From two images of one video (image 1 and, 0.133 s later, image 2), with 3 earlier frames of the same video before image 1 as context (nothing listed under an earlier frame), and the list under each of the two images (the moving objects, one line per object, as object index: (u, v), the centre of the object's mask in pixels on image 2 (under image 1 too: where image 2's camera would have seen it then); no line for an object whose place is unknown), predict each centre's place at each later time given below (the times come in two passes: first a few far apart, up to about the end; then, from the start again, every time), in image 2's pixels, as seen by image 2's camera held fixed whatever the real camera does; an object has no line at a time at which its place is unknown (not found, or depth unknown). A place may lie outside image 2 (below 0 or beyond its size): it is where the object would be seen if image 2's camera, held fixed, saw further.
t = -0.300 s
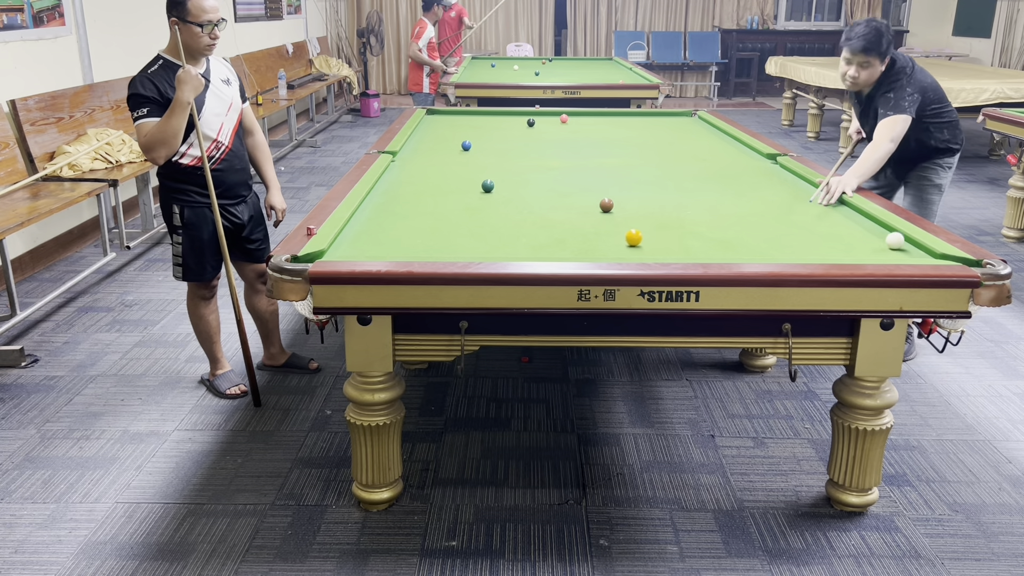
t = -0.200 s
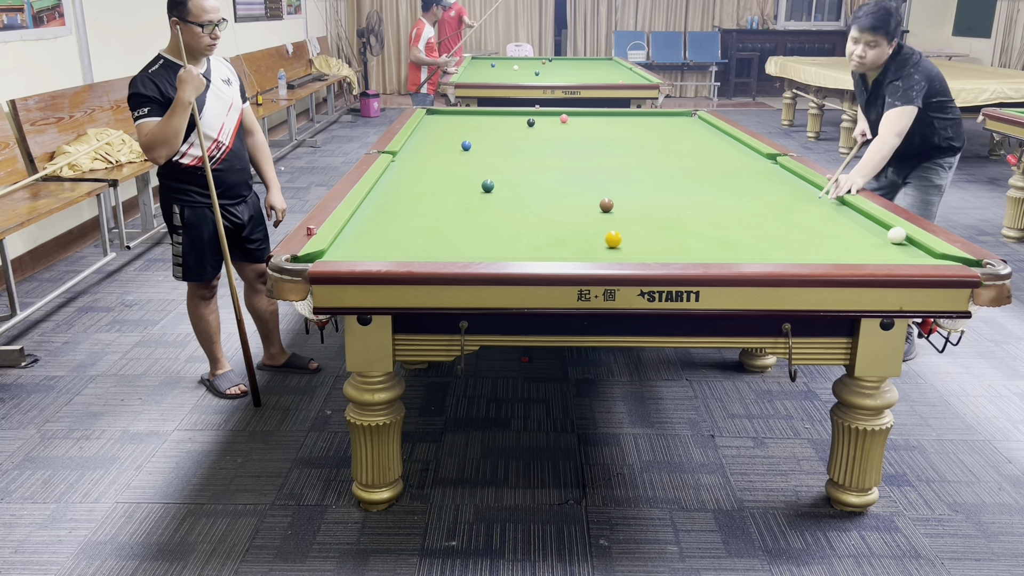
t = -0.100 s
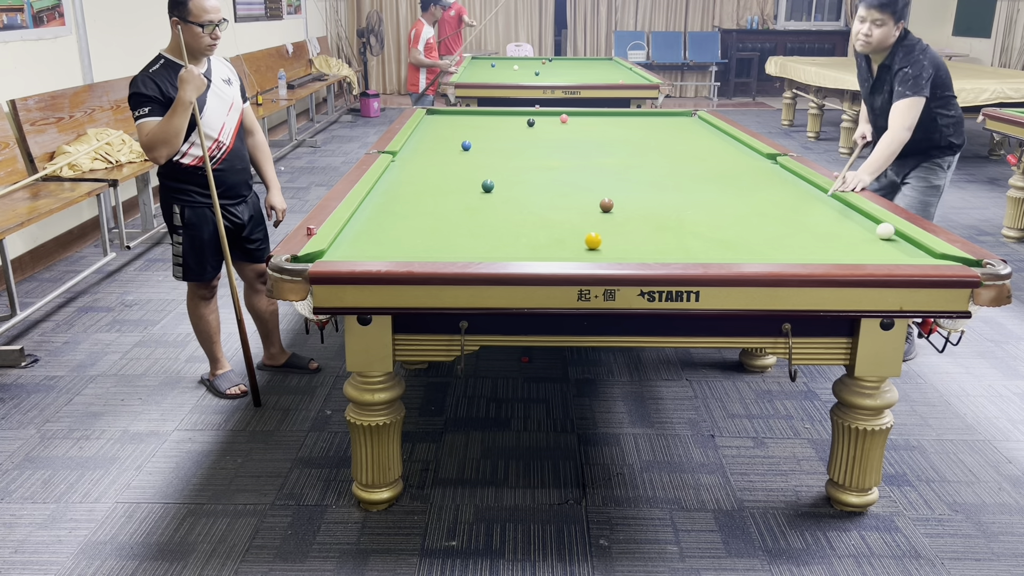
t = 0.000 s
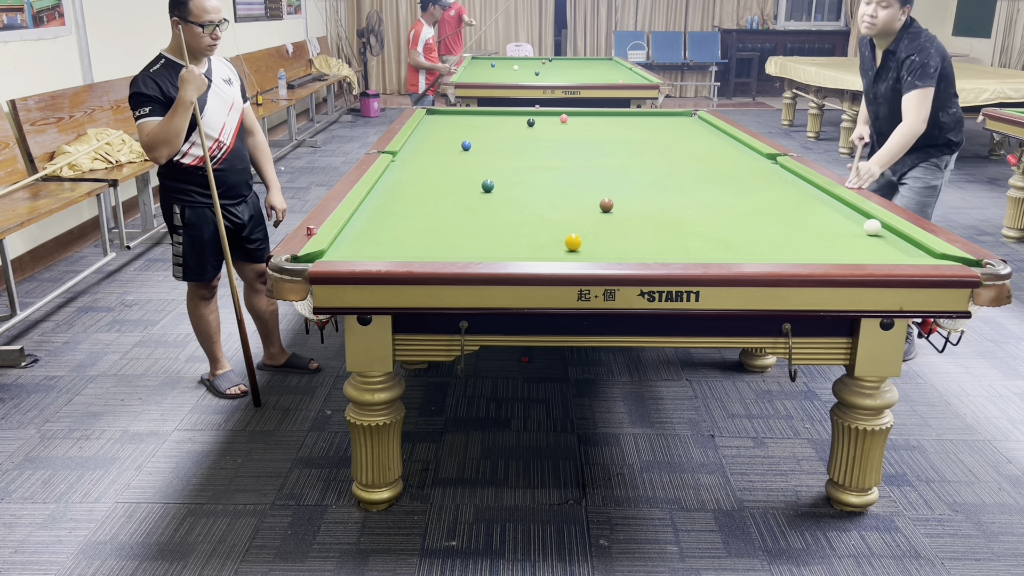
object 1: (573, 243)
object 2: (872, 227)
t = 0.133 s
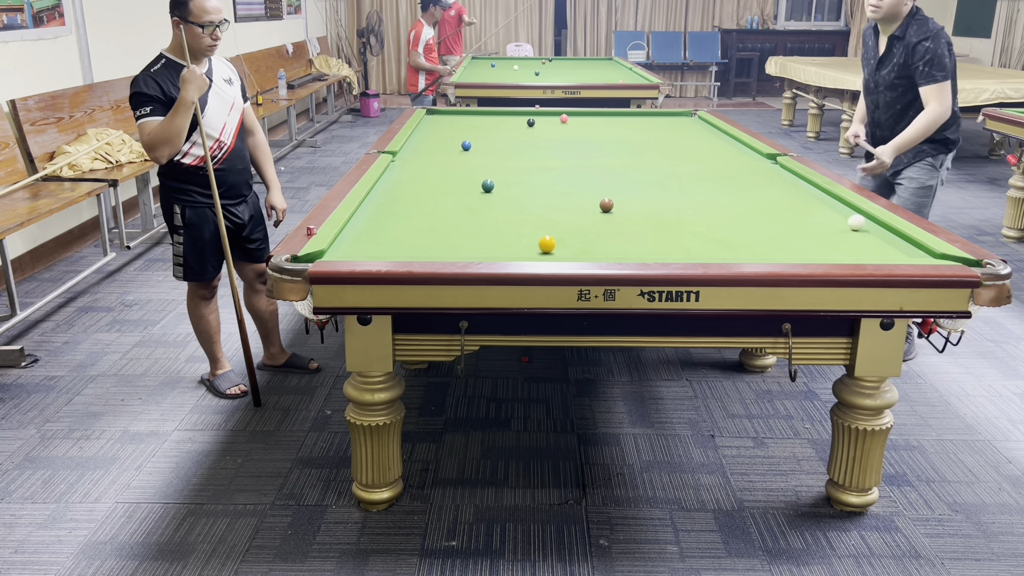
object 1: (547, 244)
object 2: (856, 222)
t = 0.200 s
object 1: (534, 245)
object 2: (848, 220)
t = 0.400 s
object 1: (496, 248)
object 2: (827, 213)
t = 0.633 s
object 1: (452, 249)
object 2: (804, 207)
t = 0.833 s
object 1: (415, 251)
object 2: (787, 202)
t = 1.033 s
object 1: (379, 251)
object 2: (771, 197)
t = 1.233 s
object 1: (345, 252)
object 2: (756, 193)
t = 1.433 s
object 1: (320, 255)
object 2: (744, 189)
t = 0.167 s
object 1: (540, 245)
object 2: (852, 221)
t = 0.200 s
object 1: (534, 245)
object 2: (848, 220)
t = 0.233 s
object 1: (527, 246)
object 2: (845, 219)
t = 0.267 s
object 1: (521, 246)
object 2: (841, 218)
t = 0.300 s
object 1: (515, 247)
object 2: (837, 217)
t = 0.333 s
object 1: (508, 247)
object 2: (834, 216)
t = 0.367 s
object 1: (502, 247)
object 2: (830, 215)
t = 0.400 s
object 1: (496, 248)
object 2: (827, 213)
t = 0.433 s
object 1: (489, 248)
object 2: (824, 212)
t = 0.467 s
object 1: (483, 248)
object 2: (820, 211)
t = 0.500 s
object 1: (477, 248)
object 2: (817, 210)
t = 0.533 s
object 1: (470, 249)
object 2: (814, 210)
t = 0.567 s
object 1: (464, 249)
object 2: (810, 208)
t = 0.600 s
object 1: (458, 249)
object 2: (807, 208)
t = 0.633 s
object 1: (452, 249)
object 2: (804, 207)
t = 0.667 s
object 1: (445, 250)
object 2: (801, 206)
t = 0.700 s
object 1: (439, 250)
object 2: (798, 205)
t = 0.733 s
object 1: (433, 250)
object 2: (795, 204)
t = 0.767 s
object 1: (427, 250)
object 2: (792, 203)
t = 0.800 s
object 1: (421, 250)
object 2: (789, 202)
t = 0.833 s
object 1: (415, 251)
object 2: (787, 202)
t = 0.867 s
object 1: (409, 251)
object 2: (784, 201)
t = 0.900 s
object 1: (403, 251)
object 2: (781, 200)
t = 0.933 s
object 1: (397, 251)
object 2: (778, 199)
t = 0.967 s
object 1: (391, 251)
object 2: (776, 198)
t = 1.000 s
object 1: (385, 251)
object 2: (773, 198)
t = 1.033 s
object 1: (379, 251)
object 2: (771, 197)
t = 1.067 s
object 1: (373, 252)
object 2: (768, 196)
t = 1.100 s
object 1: (367, 252)
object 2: (766, 195)
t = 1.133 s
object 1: (362, 252)
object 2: (763, 195)
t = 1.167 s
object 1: (356, 252)
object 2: (761, 194)
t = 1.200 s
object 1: (350, 252)
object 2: (759, 193)
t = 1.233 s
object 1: (345, 252)
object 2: (756, 193)
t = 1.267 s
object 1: (340, 252)
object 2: (754, 192)
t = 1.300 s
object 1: (336, 253)
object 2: (752, 191)
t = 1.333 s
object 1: (330, 253)
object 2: (750, 191)
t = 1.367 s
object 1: (326, 253)
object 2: (748, 190)
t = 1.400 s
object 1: (321, 254)
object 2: (746, 189)
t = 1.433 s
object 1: (320, 255)
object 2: (744, 189)
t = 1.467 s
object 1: (319, 256)
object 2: (742, 188)
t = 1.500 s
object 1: (318, 258)
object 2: (740, 188)
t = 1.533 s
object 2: (738, 187)
